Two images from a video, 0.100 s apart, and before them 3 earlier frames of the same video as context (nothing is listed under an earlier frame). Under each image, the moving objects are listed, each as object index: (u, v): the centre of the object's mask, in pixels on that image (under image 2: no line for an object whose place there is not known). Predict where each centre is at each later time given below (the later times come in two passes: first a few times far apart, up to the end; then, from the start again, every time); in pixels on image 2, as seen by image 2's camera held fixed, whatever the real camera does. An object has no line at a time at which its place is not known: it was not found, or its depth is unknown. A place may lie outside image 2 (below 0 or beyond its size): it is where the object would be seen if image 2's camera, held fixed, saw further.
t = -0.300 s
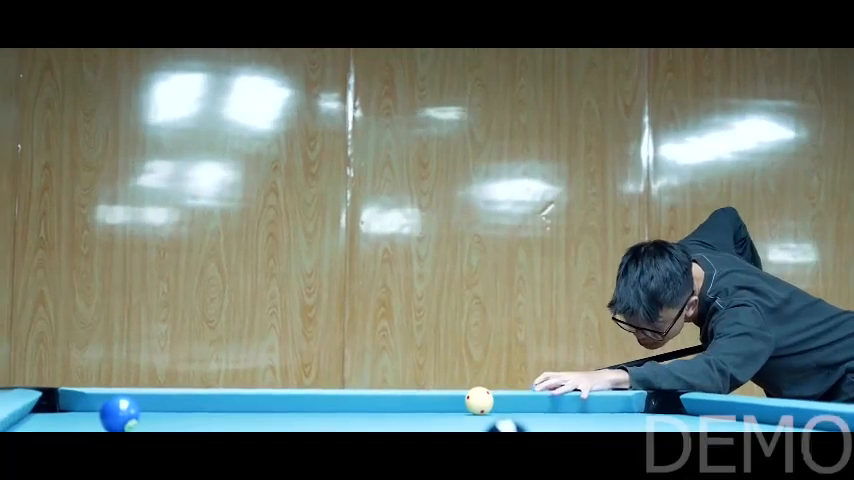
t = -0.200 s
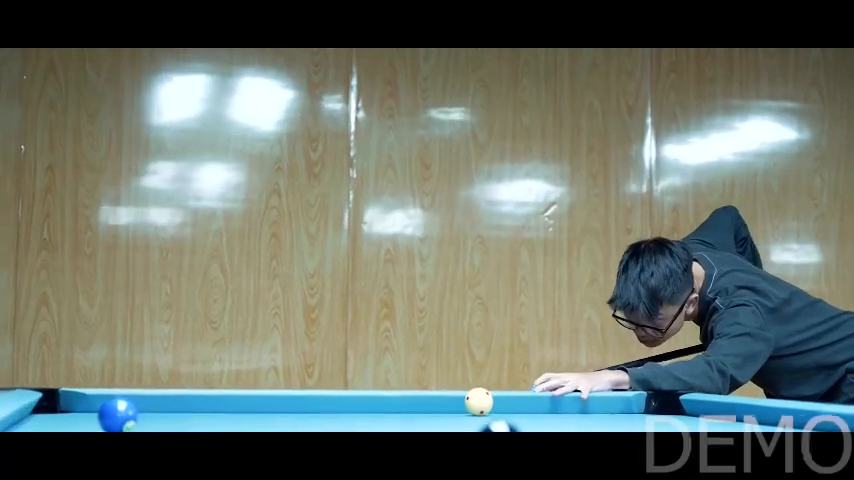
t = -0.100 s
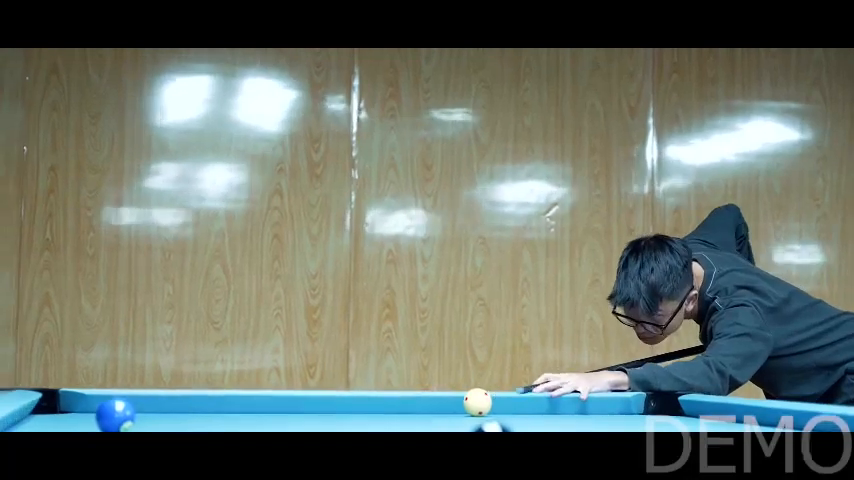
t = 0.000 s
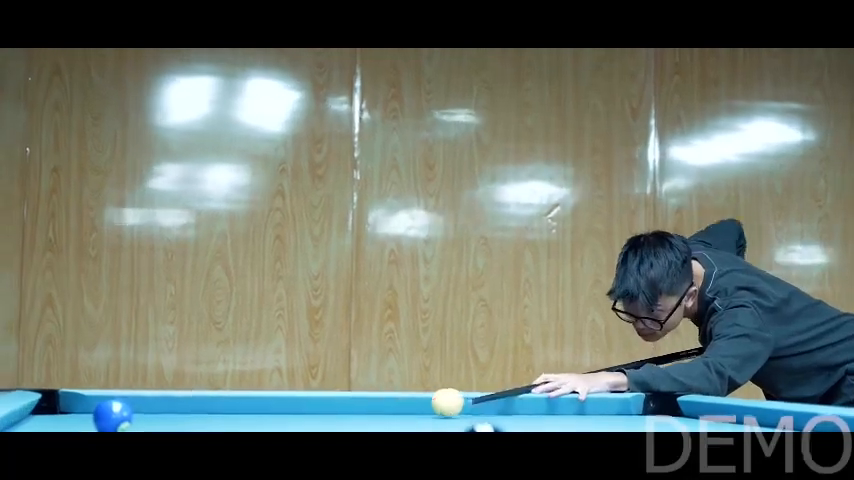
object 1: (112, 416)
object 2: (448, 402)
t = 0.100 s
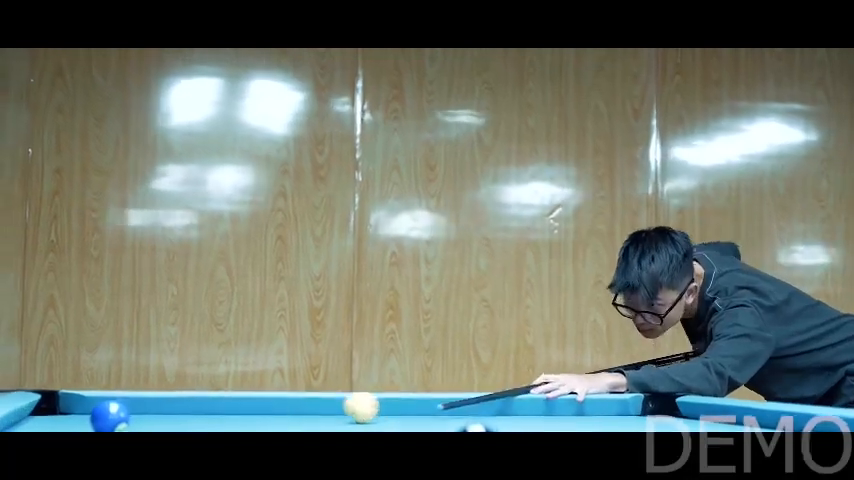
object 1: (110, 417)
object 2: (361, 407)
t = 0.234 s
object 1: (102, 417)
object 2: (235, 412)
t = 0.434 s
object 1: (97, 418)
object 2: (12, 415)
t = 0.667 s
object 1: (96, 420)
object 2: (165, 416)
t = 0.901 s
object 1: (95, 421)
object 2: (284, 417)
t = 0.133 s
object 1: (107, 417)
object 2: (331, 408)
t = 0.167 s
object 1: (106, 417)
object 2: (300, 409)
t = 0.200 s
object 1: (104, 417)
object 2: (268, 410)
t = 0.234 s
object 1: (102, 417)
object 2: (235, 412)
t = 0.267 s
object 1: (101, 417)
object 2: (202, 412)
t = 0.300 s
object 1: (99, 417)
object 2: (167, 414)
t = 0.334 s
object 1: (97, 417)
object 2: (132, 415)
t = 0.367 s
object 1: (93, 415)
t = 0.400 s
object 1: (96, 417)
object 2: (50, 415)
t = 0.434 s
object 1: (97, 418)
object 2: (12, 415)
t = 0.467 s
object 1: (97, 418)
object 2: (36, 416)
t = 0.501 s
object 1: (97, 418)
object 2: (61, 415)
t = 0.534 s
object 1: (97, 419)
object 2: (78, 411)
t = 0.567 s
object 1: (103, 417)
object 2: (117, 412)
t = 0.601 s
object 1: (97, 419)
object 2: (131, 415)
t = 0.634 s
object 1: (98, 419)
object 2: (147, 416)
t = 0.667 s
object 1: (96, 420)
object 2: (165, 416)
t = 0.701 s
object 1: (95, 420)
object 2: (182, 416)
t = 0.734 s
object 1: (96, 420)
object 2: (199, 416)
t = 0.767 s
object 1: (96, 421)
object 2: (216, 417)
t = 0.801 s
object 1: (95, 421)
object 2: (233, 416)
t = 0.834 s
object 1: (94, 421)
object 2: (250, 417)
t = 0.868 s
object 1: (94, 421)
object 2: (267, 417)
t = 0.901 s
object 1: (95, 421)
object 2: (284, 417)
